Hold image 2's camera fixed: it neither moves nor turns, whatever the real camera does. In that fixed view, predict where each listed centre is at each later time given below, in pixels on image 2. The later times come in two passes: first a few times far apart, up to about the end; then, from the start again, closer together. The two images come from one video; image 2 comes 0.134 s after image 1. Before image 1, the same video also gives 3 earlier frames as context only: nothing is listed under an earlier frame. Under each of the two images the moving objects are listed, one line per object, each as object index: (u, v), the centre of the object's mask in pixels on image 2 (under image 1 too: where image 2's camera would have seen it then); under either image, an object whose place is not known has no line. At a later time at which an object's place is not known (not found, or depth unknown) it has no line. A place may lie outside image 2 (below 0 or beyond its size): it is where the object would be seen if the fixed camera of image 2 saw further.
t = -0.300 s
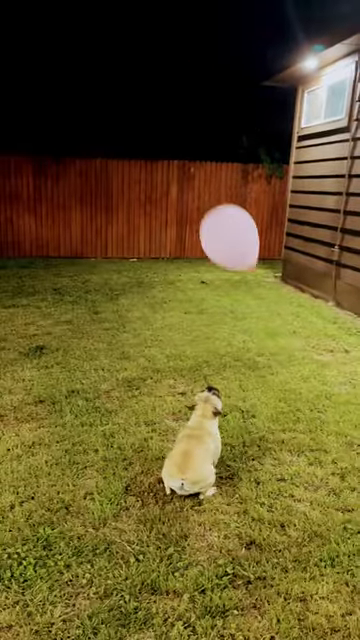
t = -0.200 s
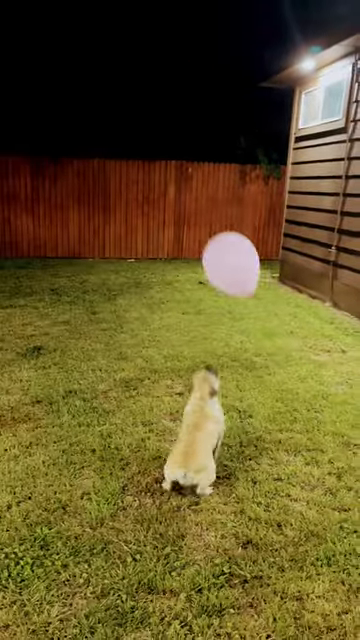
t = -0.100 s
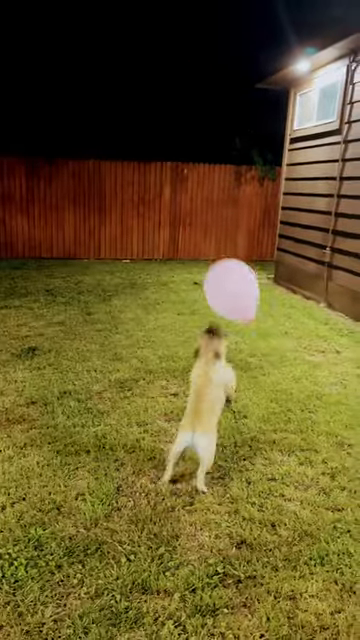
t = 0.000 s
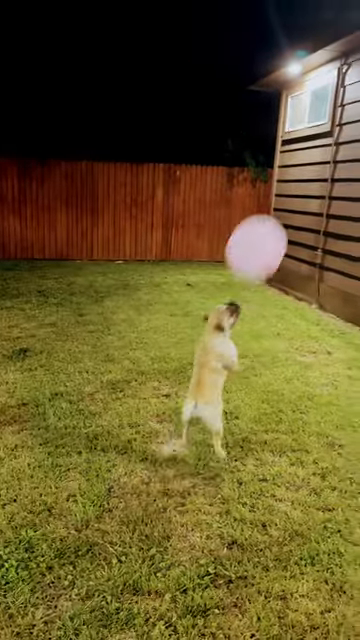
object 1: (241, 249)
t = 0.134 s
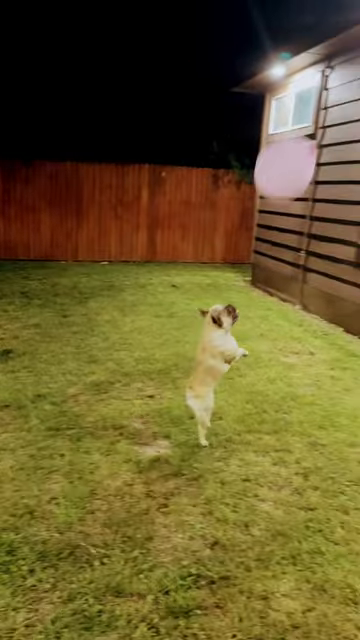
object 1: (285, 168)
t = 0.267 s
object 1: (308, 112)
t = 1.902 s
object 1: (345, 190)
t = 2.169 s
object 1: (349, 248)
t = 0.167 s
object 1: (293, 153)
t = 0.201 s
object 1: (300, 136)
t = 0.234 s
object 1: (305, 122)
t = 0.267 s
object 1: (308, 112)
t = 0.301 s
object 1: (312, 99)
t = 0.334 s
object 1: (313, 90)
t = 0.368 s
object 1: (314, 81)
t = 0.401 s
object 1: (317, 74)
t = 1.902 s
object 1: (345, 190)
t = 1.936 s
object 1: (346, 198)
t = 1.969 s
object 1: (346, 205)
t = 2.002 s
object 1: (347, 213)
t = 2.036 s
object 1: (347, 220)
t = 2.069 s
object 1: (347, 227)
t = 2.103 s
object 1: (348, 234)
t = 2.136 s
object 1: (348, 241)
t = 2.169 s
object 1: (349, 248)
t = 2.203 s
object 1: (350, 255)
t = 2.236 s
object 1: (351, 262)
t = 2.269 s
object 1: (352, 269)
